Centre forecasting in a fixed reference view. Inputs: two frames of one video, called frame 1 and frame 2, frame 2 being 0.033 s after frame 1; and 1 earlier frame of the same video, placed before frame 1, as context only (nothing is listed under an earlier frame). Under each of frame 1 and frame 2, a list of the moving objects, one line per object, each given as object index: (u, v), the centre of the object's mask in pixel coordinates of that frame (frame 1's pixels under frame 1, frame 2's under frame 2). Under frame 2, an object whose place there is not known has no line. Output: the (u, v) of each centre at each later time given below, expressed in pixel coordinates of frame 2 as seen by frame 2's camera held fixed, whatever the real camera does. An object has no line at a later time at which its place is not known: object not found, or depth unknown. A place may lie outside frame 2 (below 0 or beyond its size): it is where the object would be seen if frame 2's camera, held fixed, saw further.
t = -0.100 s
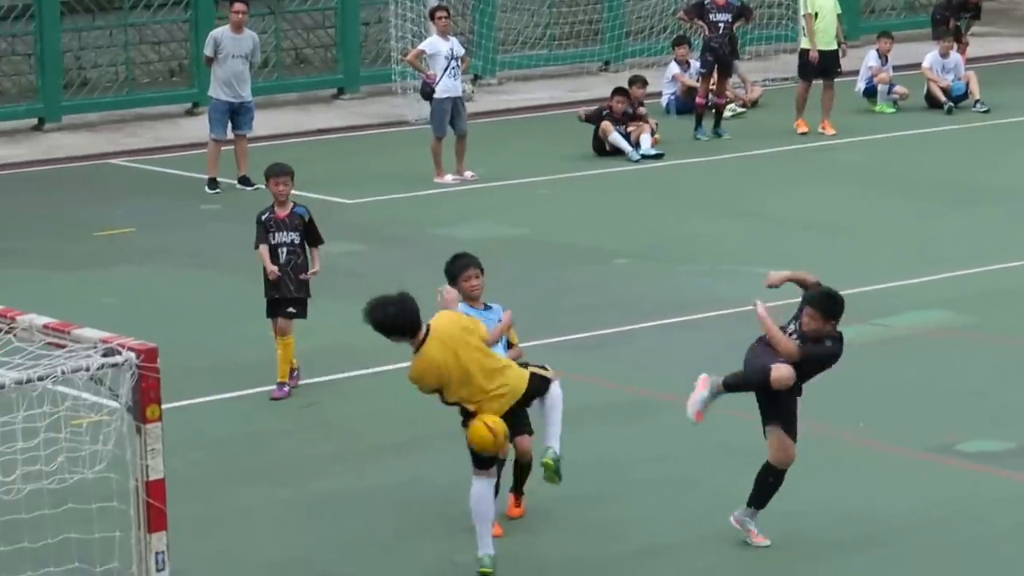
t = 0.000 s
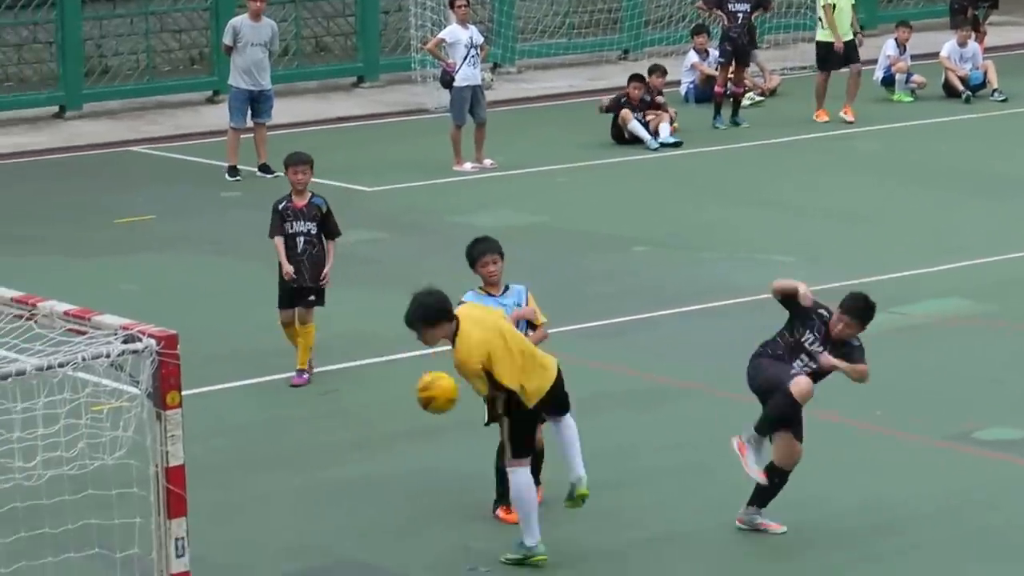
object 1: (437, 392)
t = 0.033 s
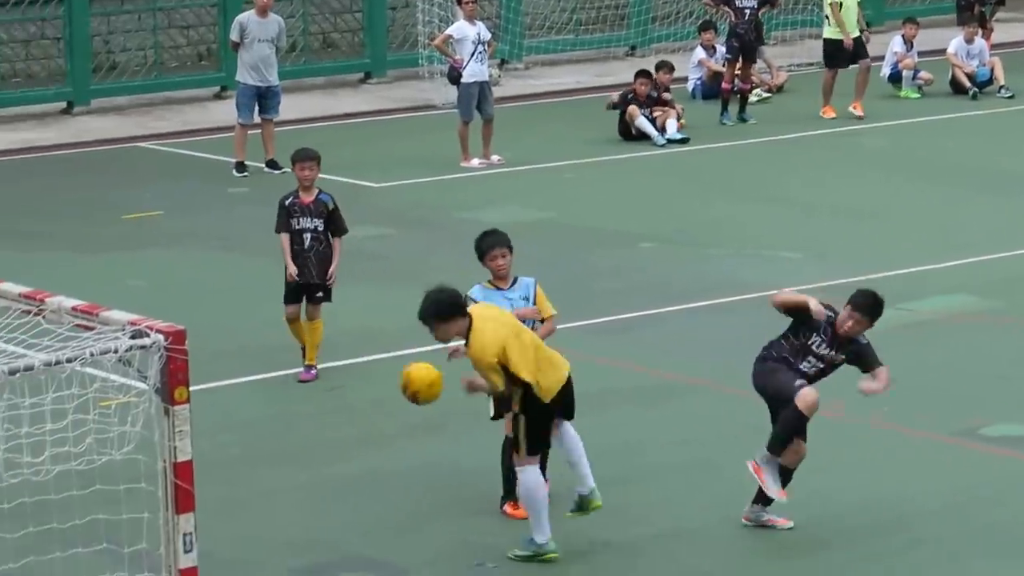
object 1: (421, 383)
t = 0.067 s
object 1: (397, 381)
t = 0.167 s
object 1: (326, 386)
